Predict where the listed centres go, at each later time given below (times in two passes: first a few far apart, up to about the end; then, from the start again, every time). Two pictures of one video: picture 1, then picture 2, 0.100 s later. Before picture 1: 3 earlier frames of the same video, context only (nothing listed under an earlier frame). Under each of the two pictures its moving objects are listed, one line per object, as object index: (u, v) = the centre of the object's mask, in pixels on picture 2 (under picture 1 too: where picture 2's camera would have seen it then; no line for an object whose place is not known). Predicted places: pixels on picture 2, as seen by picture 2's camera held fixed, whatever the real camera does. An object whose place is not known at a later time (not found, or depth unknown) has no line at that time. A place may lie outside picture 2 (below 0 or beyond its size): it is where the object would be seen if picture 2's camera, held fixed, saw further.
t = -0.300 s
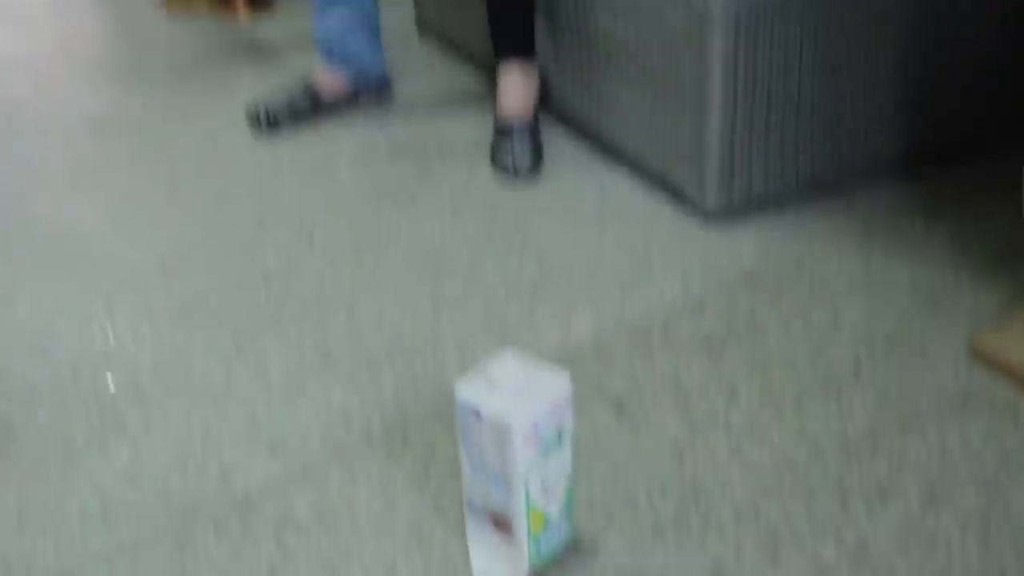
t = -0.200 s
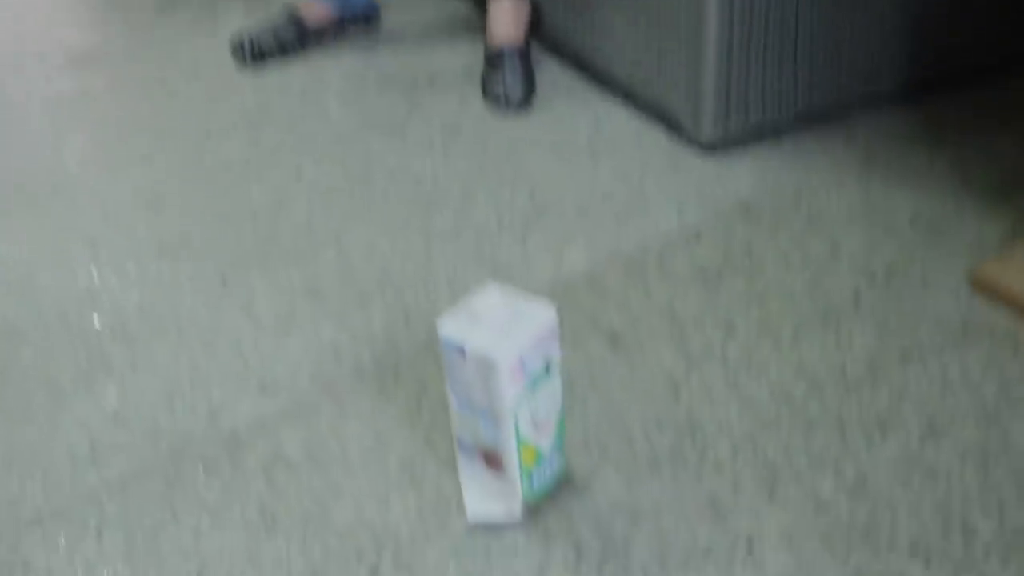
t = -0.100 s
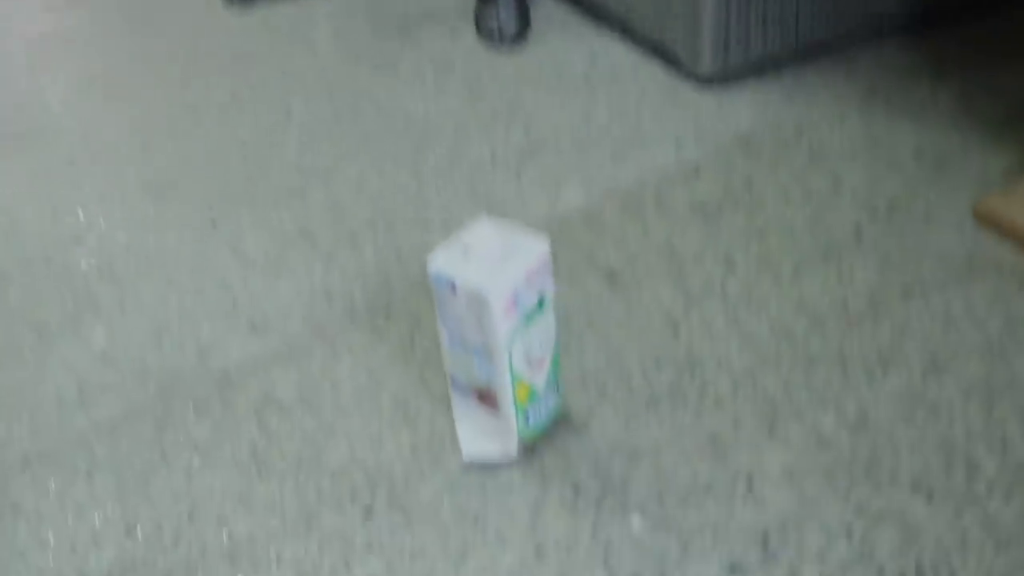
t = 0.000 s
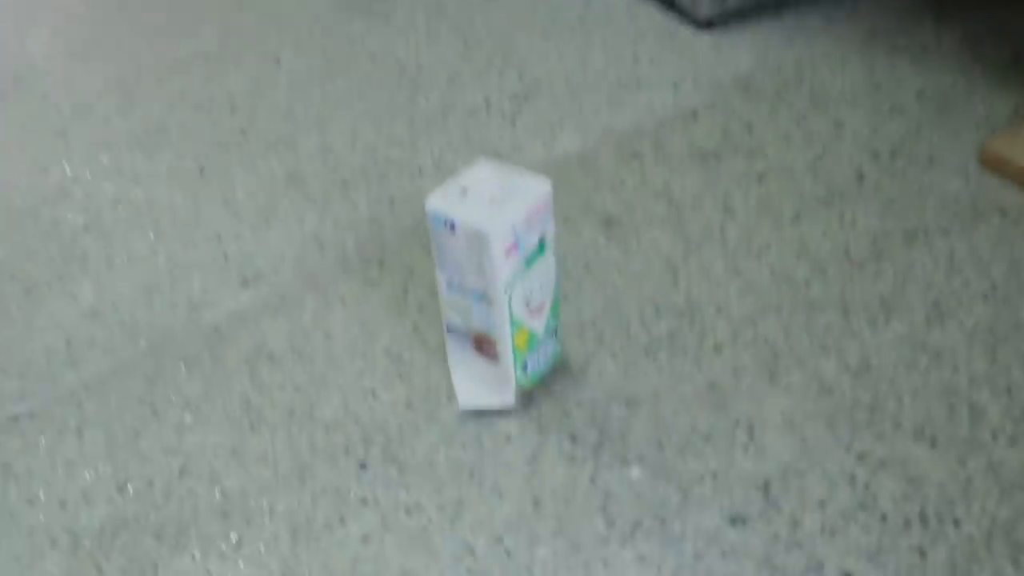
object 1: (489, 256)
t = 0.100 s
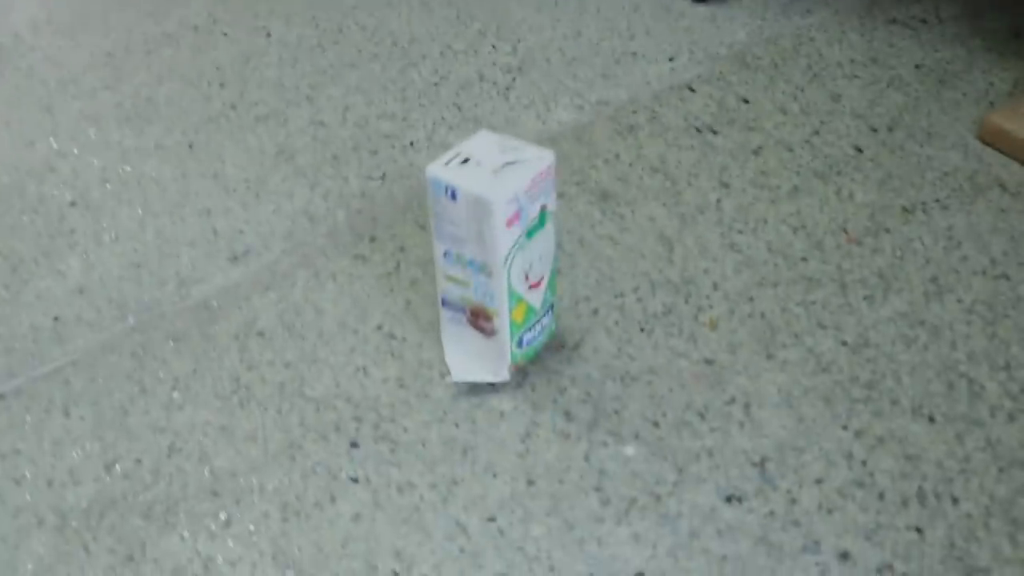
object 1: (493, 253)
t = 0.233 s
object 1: (503, 251)
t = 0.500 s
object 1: (534, 259)
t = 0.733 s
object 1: (609, 299)
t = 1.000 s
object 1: (671, 364)
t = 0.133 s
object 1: (495, 253)
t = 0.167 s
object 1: (498, 252)
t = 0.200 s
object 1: (501, 251)
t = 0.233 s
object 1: (503, 251)
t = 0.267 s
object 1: (505, 252)
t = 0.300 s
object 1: (507, 252)
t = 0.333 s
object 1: (510, 252)
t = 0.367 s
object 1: (513, 253)
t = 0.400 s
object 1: (517, 254)
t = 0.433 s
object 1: (522, 255)
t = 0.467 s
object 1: (528, 257)
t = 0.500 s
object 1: (534, 259)
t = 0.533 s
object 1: (543, 261)
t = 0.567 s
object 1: (552, 265)
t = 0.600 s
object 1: (562, 267)
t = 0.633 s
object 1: (572, 273)
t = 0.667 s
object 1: (583, 280)
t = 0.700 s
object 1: (596, 289)
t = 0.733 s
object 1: (609, 299)
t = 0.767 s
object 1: (623, 313)
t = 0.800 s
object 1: (636, 330)
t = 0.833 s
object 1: (648, 348)
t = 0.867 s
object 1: (657, 357)
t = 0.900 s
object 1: (664, 358)
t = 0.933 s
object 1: (669, 360)
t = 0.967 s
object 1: (671, 361)
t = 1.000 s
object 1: (671, 364)
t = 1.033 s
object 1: (671, 364)
